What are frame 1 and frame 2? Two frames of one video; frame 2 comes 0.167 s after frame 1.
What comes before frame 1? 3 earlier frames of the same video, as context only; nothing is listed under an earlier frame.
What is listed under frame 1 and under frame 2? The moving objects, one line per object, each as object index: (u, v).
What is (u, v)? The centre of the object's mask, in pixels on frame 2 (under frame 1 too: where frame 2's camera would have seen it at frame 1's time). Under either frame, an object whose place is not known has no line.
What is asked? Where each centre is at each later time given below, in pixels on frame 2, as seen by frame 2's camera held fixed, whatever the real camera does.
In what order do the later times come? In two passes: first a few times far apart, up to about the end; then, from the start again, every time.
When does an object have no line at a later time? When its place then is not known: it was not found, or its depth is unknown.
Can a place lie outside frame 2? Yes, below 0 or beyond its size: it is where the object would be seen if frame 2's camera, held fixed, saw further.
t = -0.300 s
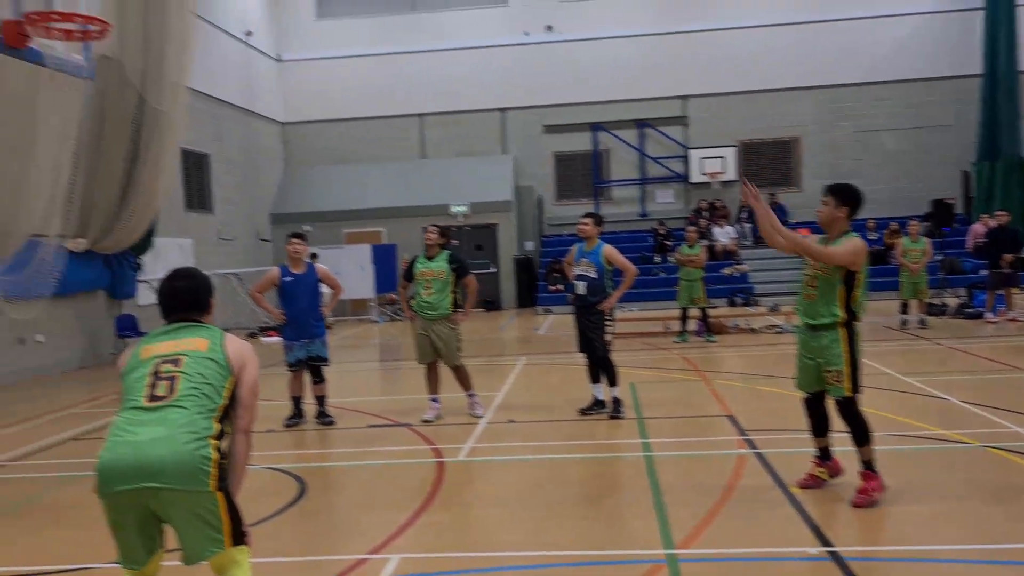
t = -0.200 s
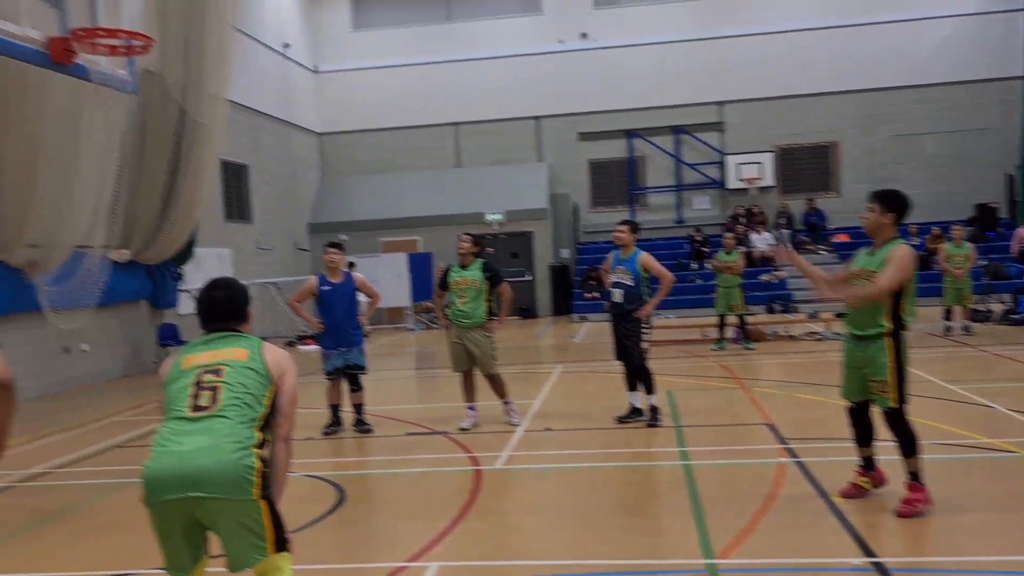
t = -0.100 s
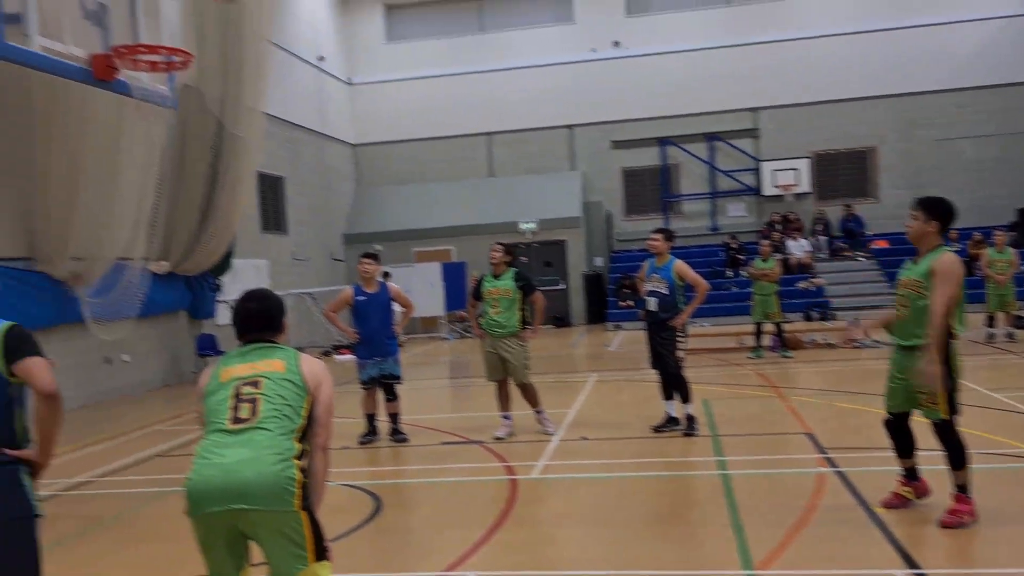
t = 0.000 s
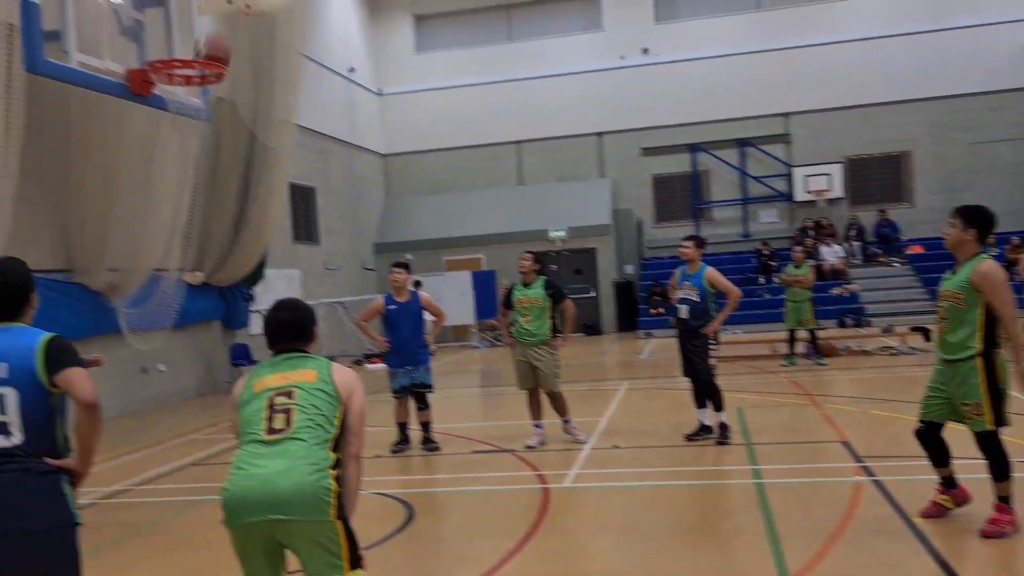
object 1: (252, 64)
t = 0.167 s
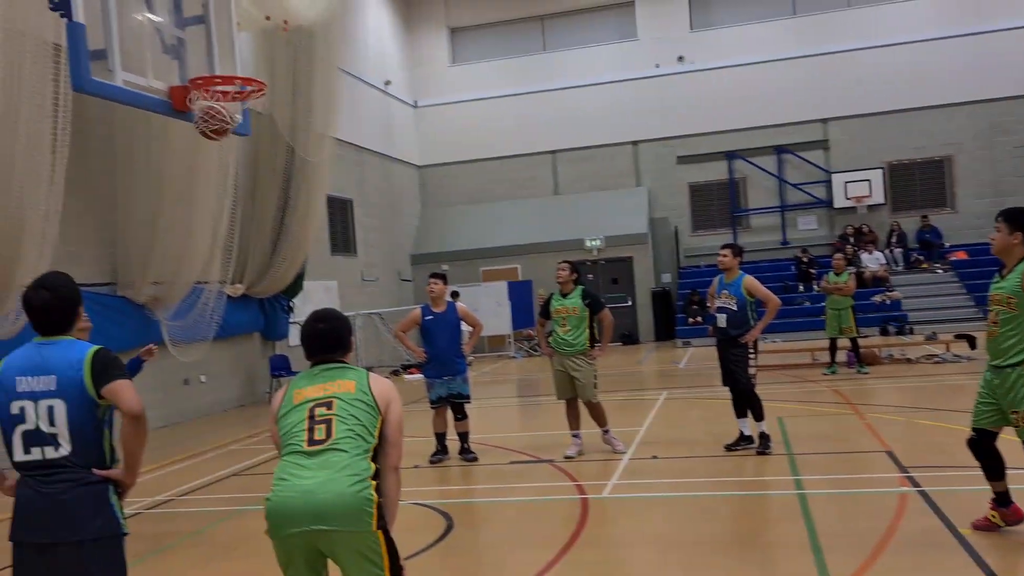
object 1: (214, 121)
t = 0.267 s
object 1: (232, 130)
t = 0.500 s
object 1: (275, 201)
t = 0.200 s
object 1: (219, 124)
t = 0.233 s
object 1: (225, 126)
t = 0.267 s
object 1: (232, 130)
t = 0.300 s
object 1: (237, 135)
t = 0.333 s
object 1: (243, 142)
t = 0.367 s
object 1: (249, 150)
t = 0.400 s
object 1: (255, 160)
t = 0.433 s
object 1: (261, 172)
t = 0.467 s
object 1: (268, 186)
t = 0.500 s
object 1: (275, 201)
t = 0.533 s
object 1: (280, 218)
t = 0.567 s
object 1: (286, 238)
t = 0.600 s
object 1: (293, 257)
